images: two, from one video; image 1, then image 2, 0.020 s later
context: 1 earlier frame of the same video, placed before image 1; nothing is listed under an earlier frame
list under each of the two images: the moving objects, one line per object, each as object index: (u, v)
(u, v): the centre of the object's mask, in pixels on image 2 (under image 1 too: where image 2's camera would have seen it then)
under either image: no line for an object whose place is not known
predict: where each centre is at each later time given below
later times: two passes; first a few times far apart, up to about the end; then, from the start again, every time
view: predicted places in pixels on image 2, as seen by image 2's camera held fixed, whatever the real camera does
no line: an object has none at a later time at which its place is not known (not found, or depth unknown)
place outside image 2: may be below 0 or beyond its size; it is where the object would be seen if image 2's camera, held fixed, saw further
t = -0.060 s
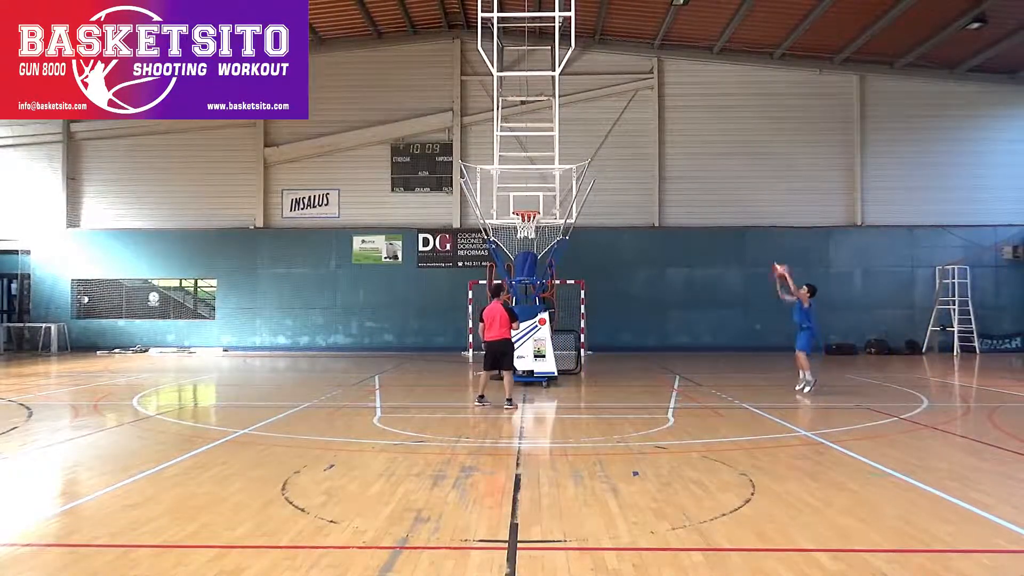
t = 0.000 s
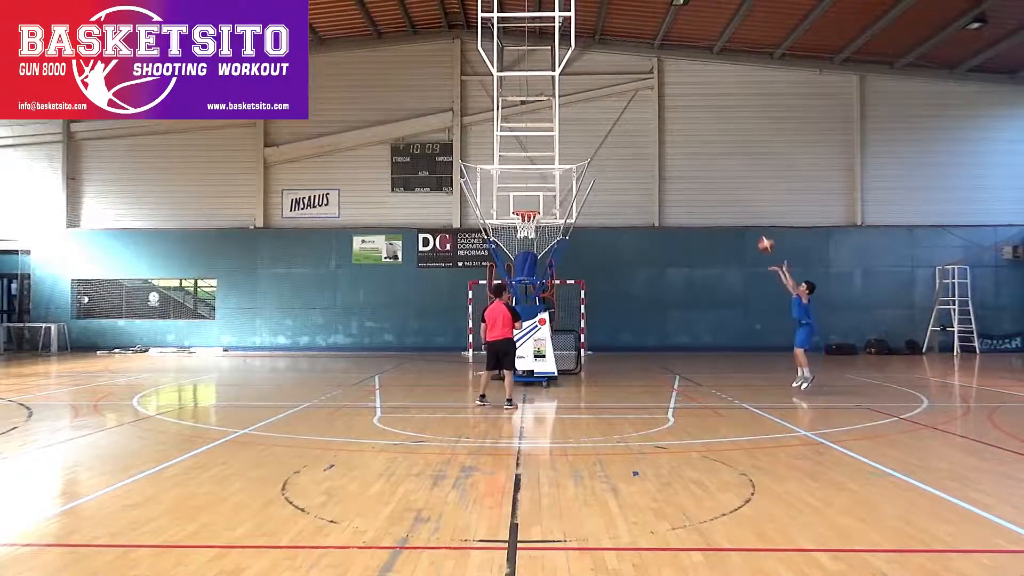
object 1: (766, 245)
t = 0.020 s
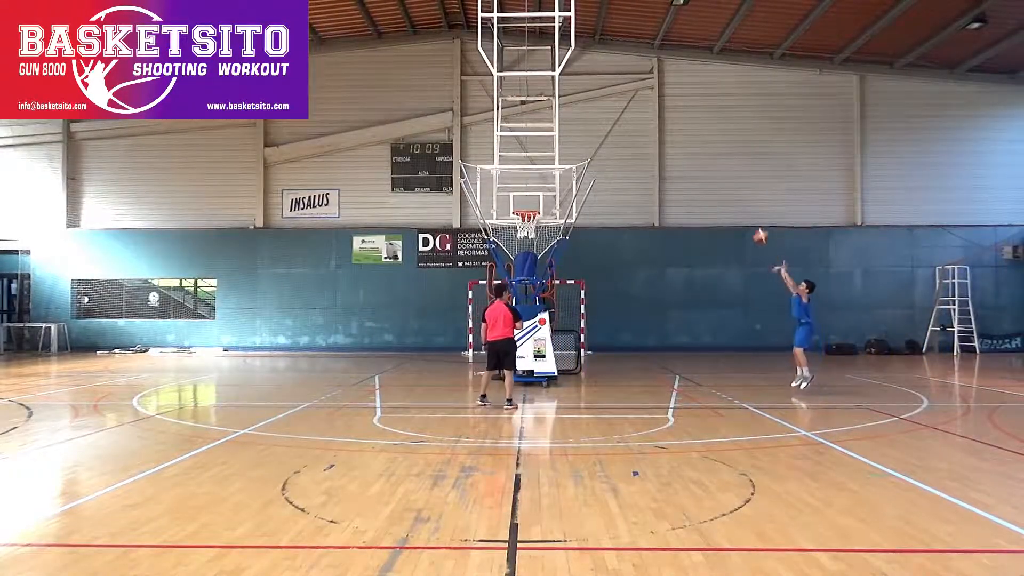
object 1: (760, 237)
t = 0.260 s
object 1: (706, 162)
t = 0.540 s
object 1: (648, 124)
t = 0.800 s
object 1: (599, 130)
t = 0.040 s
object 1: (756, 229)
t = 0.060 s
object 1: (752, 221)
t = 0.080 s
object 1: (747, 214)
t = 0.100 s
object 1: (742, 207)
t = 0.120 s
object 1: (738, 201)
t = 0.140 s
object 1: (734, 195)
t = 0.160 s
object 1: (729, 189)
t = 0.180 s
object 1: (725, 183)
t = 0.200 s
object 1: (720, 177)
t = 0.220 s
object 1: (716, 173)
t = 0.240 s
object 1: (711, 168)
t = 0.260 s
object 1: (706, 162)
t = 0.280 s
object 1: (703, 159)
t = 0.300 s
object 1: (699, 154)
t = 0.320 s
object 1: (694, 150)
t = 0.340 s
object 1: (690, 146)
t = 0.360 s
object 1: (686, 143)
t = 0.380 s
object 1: (682, 141)
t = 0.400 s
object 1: (677, 138)
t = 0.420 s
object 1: (673, 135)
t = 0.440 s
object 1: (668, 133)
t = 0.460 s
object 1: (664, 130)
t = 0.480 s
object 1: (660, 129)
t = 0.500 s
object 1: (656, 127)
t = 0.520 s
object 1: (653, 126)
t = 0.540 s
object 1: (648, 124)
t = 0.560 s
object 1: (645, 123)
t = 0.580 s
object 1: (641, 123)
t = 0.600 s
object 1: (637, 123)
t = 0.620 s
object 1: (633, 122)
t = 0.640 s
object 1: (628, 122)
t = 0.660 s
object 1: (625, 123)
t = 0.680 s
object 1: (621, 123)
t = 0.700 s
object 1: (617, 125)
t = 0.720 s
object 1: (613, 125)
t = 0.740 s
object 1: (609, 126)
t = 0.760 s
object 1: (605, 127)
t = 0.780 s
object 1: (602, 129)
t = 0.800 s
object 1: (599, 130)
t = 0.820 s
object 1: (595, 132)
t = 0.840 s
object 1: (591, 134)
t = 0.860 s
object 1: (587, 138)
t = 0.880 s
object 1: (584, 140)
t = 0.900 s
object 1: (580, 143)
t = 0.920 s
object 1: (577, 146)
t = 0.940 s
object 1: (573, 149)
